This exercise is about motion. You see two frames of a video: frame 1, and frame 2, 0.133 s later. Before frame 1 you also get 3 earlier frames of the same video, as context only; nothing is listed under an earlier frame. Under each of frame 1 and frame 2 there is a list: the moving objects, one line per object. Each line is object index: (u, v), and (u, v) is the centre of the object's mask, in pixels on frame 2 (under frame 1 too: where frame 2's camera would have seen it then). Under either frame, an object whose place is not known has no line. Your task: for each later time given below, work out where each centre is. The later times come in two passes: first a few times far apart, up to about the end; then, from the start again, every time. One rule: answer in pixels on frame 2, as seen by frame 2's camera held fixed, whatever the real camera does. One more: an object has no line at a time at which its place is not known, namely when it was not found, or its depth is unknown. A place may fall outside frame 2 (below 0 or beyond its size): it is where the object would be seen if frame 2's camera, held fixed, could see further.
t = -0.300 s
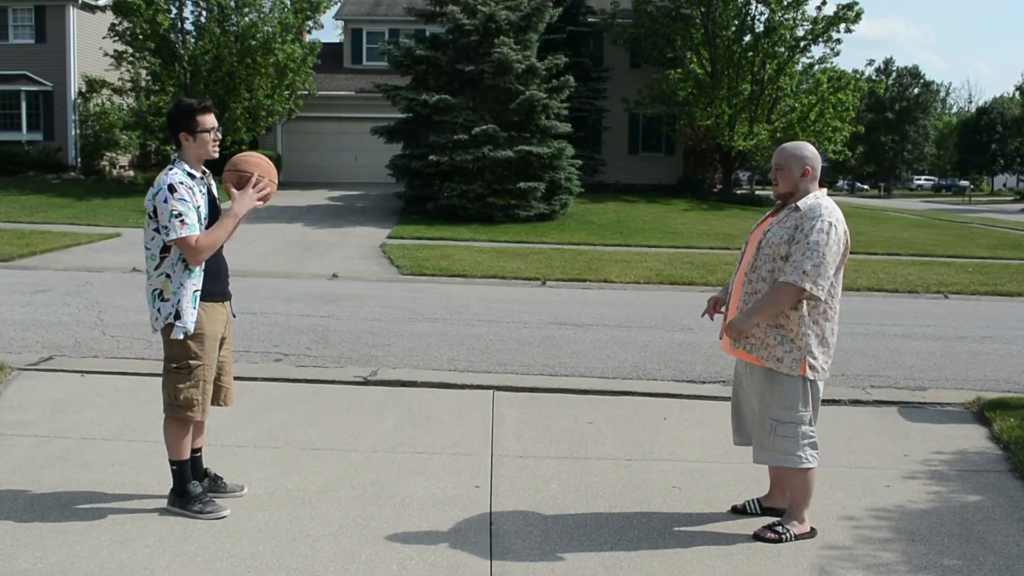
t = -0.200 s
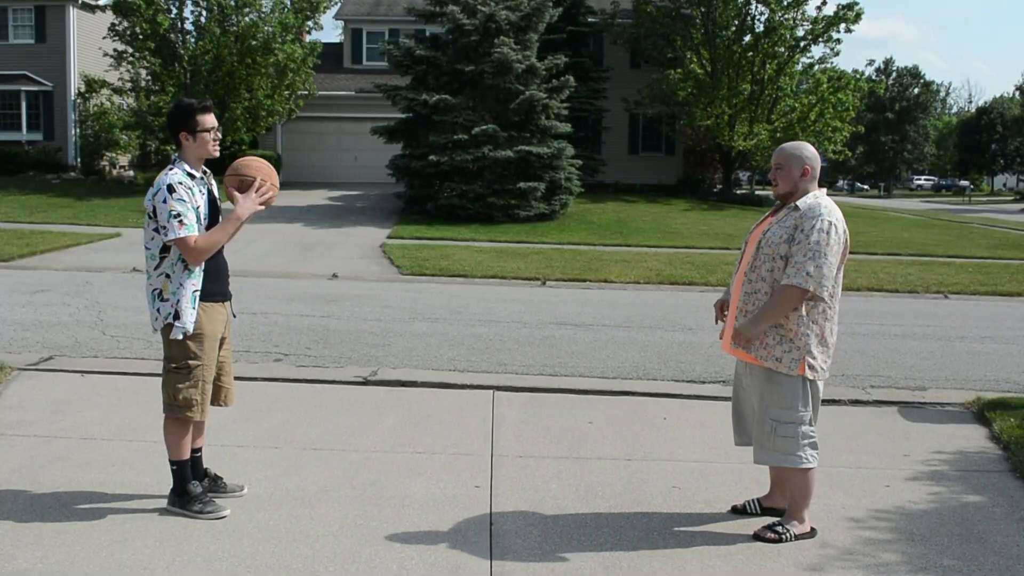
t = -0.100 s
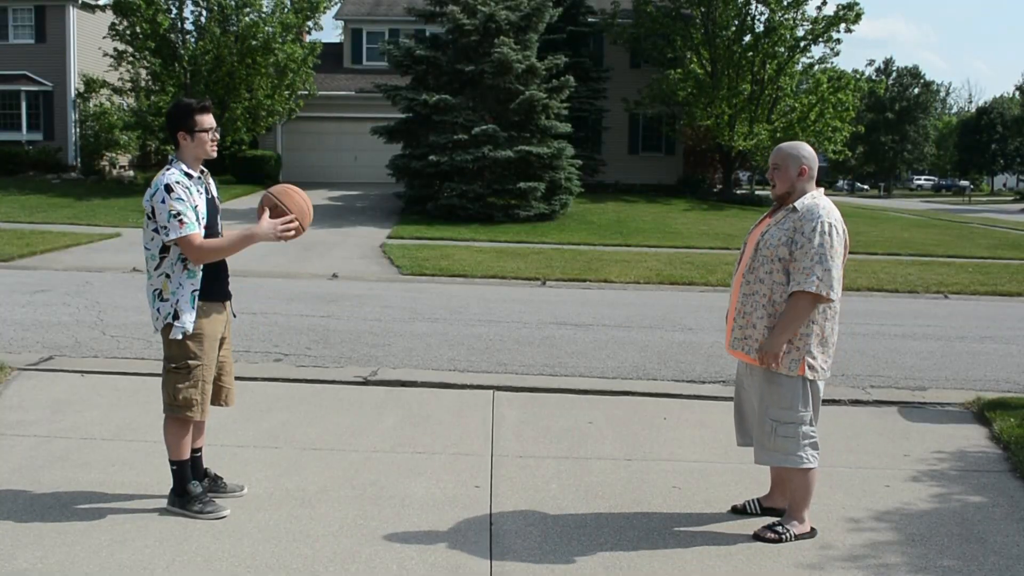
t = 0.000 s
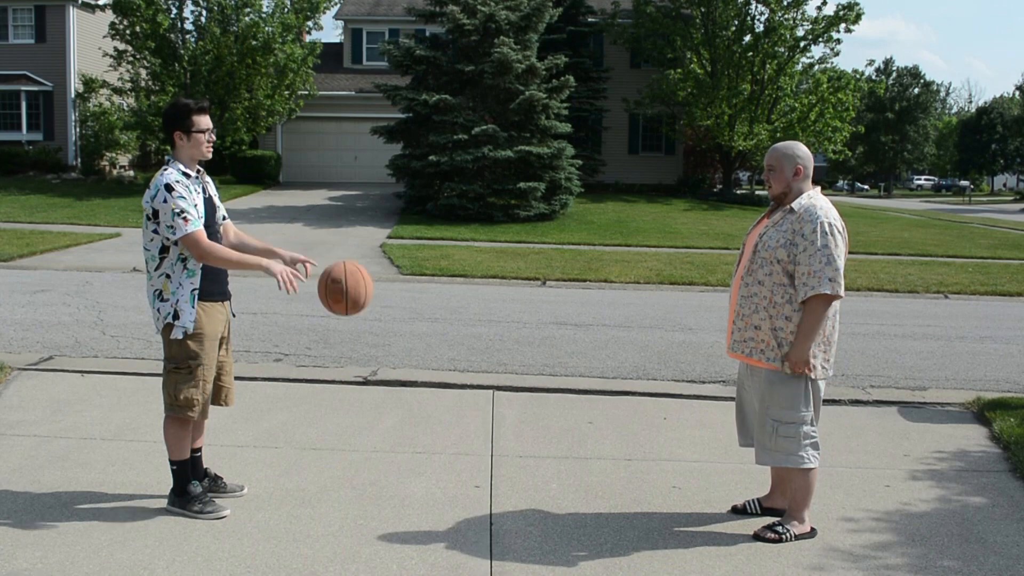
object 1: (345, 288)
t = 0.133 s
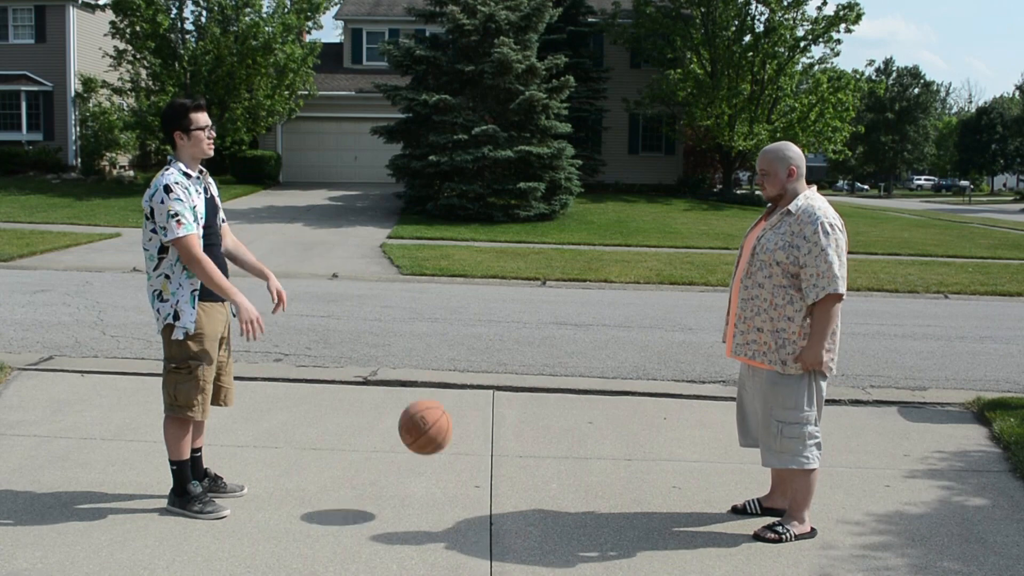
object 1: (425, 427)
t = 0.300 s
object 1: (506, 393)
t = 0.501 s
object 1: (593, 269)
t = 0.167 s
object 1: (445, 468)
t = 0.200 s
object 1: (462, 485)
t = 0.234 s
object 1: (477, 452)
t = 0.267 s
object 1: (492, 421)
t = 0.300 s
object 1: (506, 393)
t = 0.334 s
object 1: (521, 367)
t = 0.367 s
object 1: (535, 342)
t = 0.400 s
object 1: (550, 321)
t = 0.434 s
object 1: (564, 301)
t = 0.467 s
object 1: (578, 283)
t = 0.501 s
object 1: (593, 269)
